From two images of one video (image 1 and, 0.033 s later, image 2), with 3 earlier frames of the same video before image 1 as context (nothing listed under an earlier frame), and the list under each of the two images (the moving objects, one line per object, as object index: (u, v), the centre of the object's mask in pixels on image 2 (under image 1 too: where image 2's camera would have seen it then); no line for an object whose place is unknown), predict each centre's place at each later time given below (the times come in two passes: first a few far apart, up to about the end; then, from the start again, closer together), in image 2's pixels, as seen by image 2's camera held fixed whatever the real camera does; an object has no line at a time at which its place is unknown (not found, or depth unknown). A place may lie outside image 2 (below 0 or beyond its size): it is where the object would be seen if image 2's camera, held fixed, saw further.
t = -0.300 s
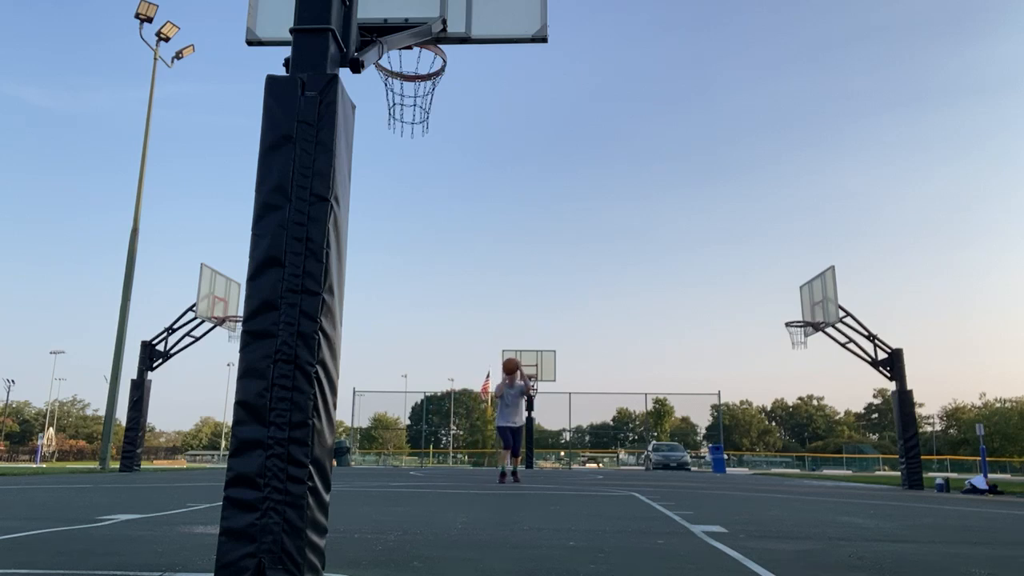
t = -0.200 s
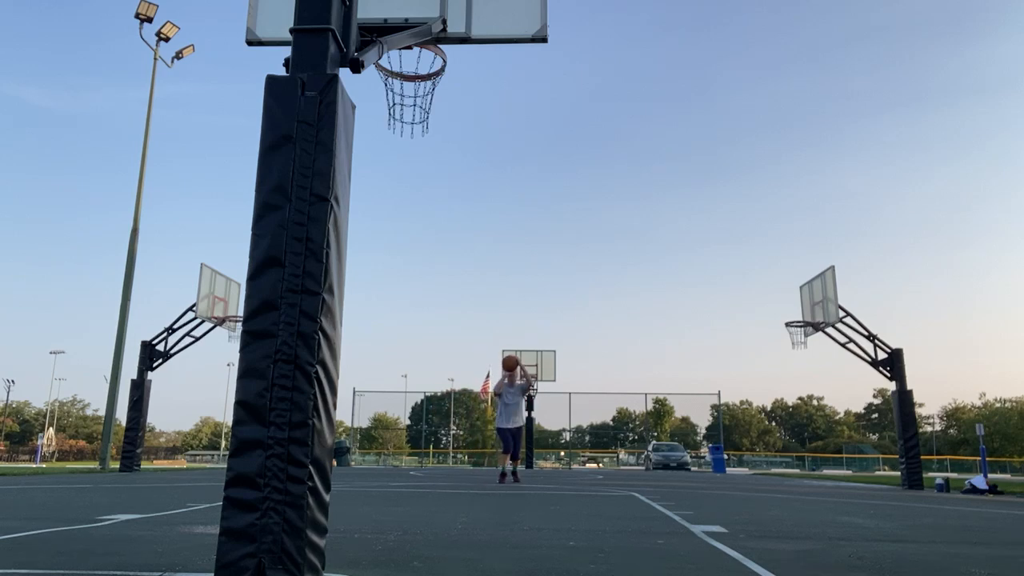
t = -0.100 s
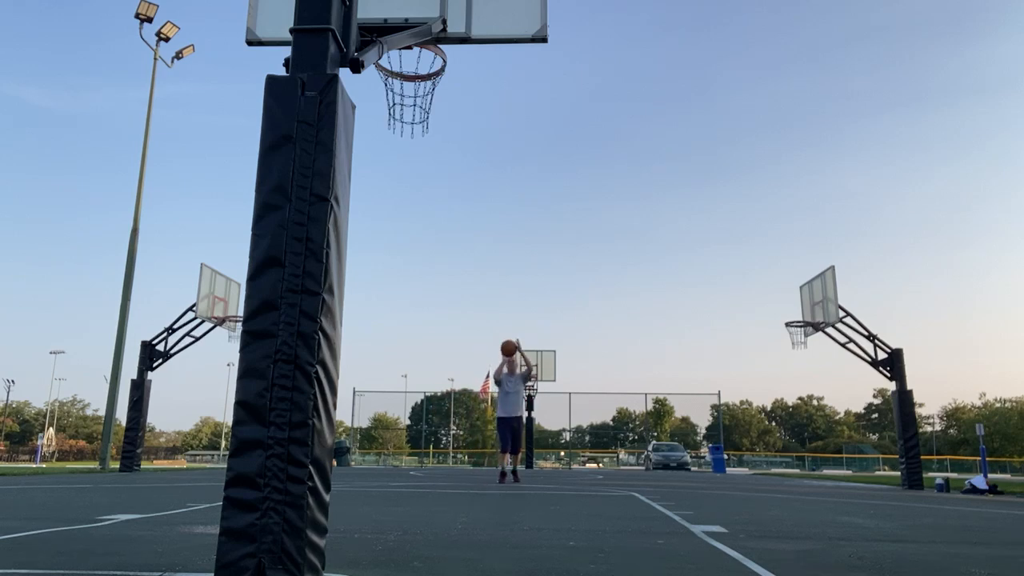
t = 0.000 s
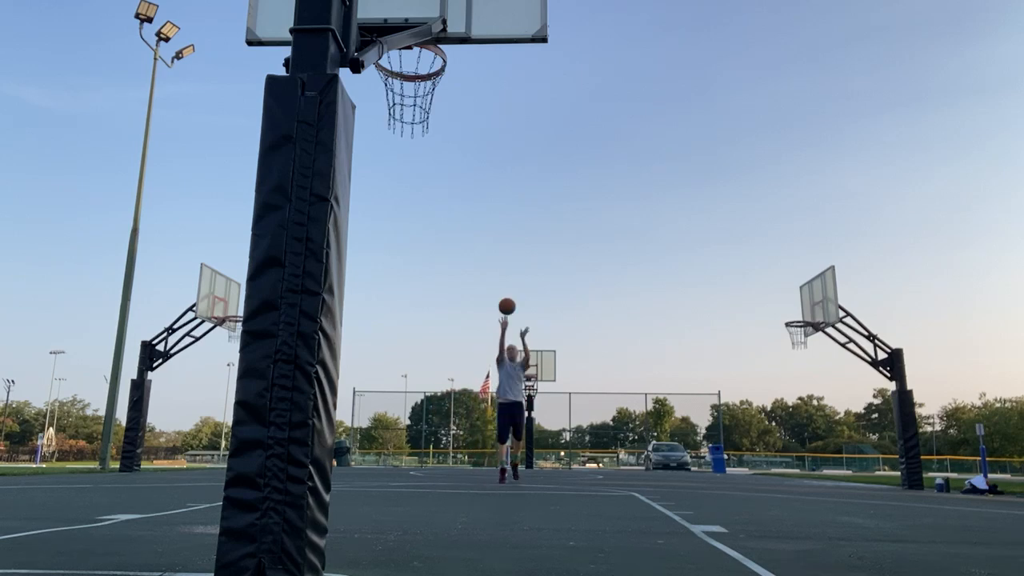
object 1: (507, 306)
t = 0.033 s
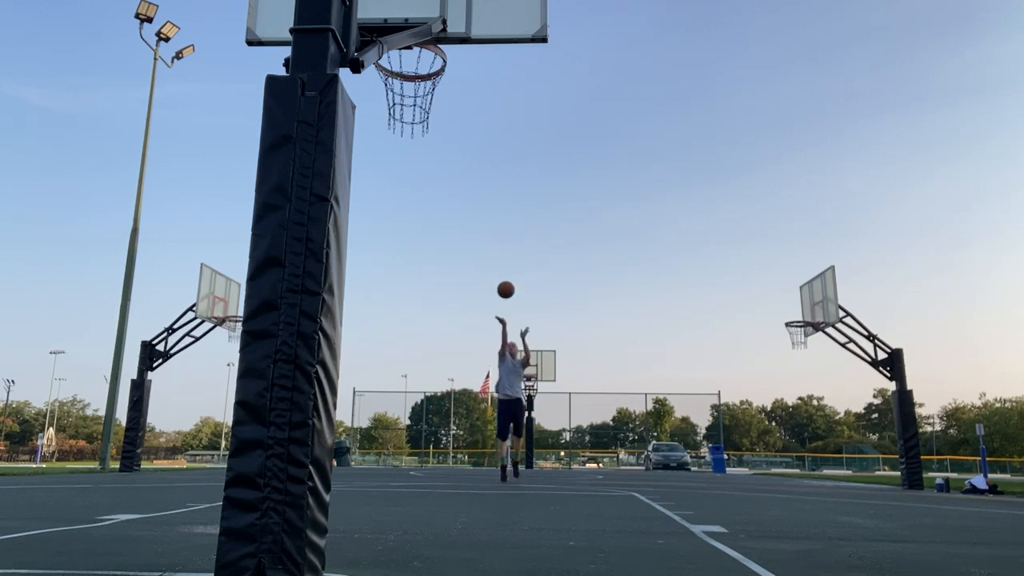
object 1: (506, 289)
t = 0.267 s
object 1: (496, 185)
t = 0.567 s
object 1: (478, 83)
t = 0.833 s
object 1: (456, 44)
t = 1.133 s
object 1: (412, 57)
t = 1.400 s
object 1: (406, 71)
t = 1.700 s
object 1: (413, 111)
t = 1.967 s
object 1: (404, 175)
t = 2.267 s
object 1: (386, 370)
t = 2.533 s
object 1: (376, 405)
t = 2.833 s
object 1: (373, 281)
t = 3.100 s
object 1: (365, 285)
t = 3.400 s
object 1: (350, 408)
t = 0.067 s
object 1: (504, 273)
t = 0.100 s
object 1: (503, 257)
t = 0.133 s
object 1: (502, 242)
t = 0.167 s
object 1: (501, 227)
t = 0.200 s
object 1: (499, 212)
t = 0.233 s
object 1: (498, 199)
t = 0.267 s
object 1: (496, 185)
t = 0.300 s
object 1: (495, 172)
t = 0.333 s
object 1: (493, 159)
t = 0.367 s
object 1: (491, 146)
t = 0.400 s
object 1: (489, 134)
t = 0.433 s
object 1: (487, 123)
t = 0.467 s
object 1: (485, 112)
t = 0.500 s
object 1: (483, 102)
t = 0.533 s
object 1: (481, 92)
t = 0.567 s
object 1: (478, 83)
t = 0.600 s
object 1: (476, 74)
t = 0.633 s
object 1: (474, 66)
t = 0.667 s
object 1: (471, 59)
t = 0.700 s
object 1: (468, 54)
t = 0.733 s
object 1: (465, 50)
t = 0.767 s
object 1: (462, 48)
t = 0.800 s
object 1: (460, 46)
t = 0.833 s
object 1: (456, 44)
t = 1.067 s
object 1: (422, 50)
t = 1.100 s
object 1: (417, 53)
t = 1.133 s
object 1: (412, 57)
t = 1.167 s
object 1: (405, 63)
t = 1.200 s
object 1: (402, 67)
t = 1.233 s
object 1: (402, 70)
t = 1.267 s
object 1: (403, 69)
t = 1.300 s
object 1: (404, 69)
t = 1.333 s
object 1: (405, 69)
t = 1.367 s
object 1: (406, 69)
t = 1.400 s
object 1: (406, 71)
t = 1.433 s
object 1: (408, 73)
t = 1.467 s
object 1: (409, 76)
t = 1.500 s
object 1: (409, 80)
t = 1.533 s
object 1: (410, 84)
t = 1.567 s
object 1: (411, 89)
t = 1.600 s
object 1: (411, 95)
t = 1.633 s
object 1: (413, 101)
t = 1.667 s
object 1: (413, 106)
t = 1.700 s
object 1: (413, 111)
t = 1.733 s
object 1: (412, 114)
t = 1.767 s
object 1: (412, 119)
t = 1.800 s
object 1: (410, 124)
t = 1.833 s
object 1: (409, 131)
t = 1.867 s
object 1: (408, 140)
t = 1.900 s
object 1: (407, 150)
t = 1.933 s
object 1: (406, 161)
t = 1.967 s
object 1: (404, 175)
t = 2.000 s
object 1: (403, 190)
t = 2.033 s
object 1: (401, 206)
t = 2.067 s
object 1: (399, 224)
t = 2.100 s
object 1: (397, 244)
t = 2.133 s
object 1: (395, 265)
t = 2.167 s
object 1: (393, 289)
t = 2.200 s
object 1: (391, 314)
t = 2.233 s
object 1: (389, 341)
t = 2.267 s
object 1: (386, 370)
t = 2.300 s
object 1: (383, 401)
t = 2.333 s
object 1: (380, 434)
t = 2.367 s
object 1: (377, 470)
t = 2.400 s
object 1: (374, 507)
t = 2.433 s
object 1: (374, 484)
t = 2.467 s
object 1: (375, 455)
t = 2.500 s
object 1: (376, 429)
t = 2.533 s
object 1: (376, 405)
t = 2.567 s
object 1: (376, 383)
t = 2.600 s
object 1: (376, 364)
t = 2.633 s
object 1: (376, 346)
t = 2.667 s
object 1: (376, 331)
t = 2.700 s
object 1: (375, 317)
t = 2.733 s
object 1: (375, 305)
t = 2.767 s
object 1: (374, 296)
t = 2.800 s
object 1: (374, 287)
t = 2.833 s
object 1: (373, 281)
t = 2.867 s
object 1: (372, 276)
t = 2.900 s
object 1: (372, 272)
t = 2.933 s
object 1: (371, 271)
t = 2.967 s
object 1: (370, 270)
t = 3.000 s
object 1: (368, 272)
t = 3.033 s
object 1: (367, 275)
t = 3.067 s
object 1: (366, 279)
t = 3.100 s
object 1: (365, 285)
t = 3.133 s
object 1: (363, 293)
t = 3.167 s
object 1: (362, 302)
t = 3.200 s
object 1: (360, 312)
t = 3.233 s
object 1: (359, 324)
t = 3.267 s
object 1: (357, 338)
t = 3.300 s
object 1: (356, 353)
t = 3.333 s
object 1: (354, 369)
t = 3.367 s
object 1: (352, 388)
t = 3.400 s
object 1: (350, 408)
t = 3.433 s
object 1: (348, 429)
